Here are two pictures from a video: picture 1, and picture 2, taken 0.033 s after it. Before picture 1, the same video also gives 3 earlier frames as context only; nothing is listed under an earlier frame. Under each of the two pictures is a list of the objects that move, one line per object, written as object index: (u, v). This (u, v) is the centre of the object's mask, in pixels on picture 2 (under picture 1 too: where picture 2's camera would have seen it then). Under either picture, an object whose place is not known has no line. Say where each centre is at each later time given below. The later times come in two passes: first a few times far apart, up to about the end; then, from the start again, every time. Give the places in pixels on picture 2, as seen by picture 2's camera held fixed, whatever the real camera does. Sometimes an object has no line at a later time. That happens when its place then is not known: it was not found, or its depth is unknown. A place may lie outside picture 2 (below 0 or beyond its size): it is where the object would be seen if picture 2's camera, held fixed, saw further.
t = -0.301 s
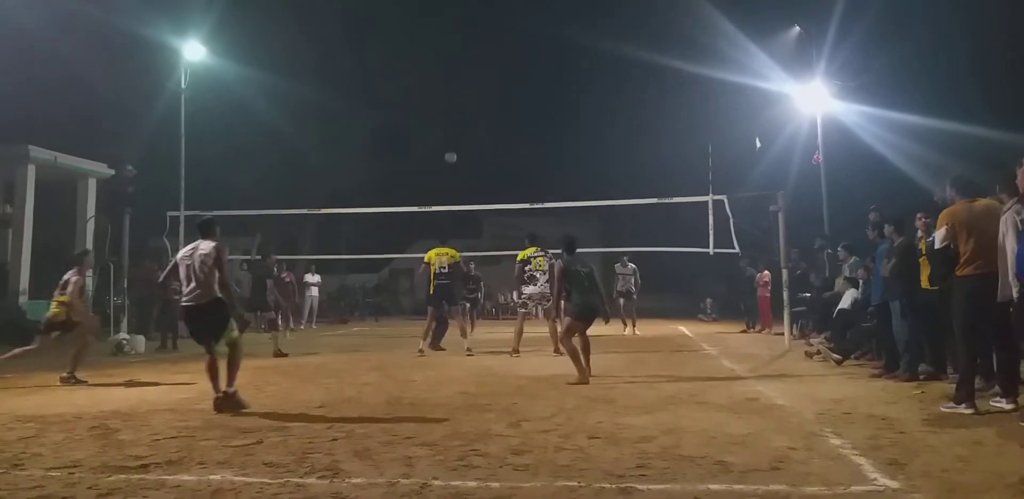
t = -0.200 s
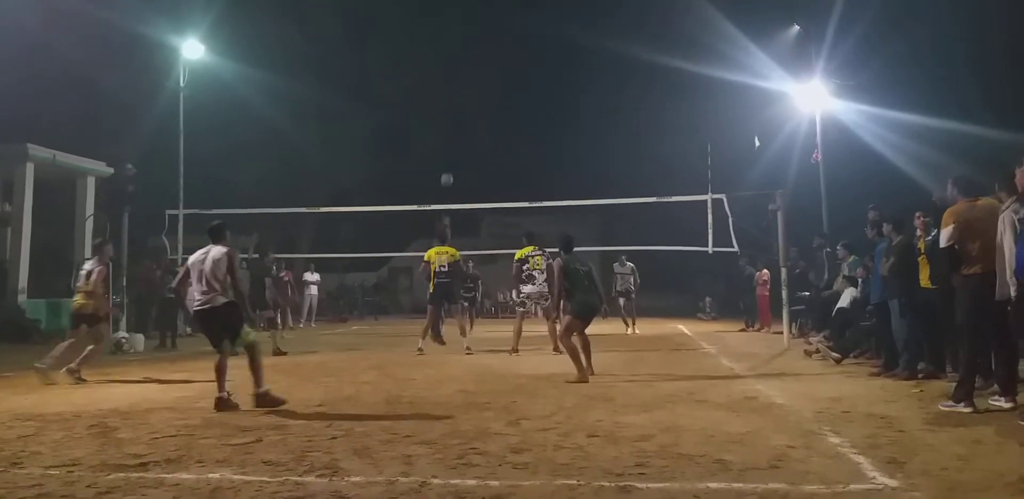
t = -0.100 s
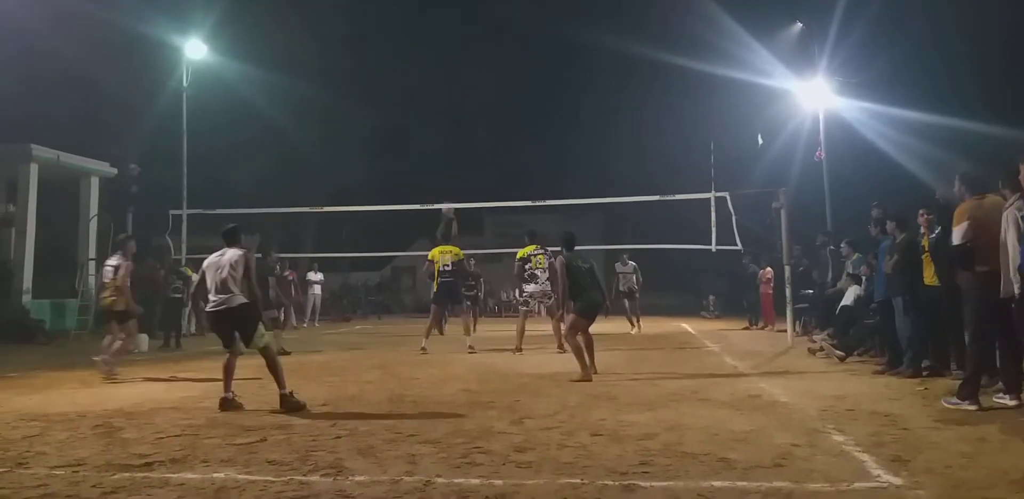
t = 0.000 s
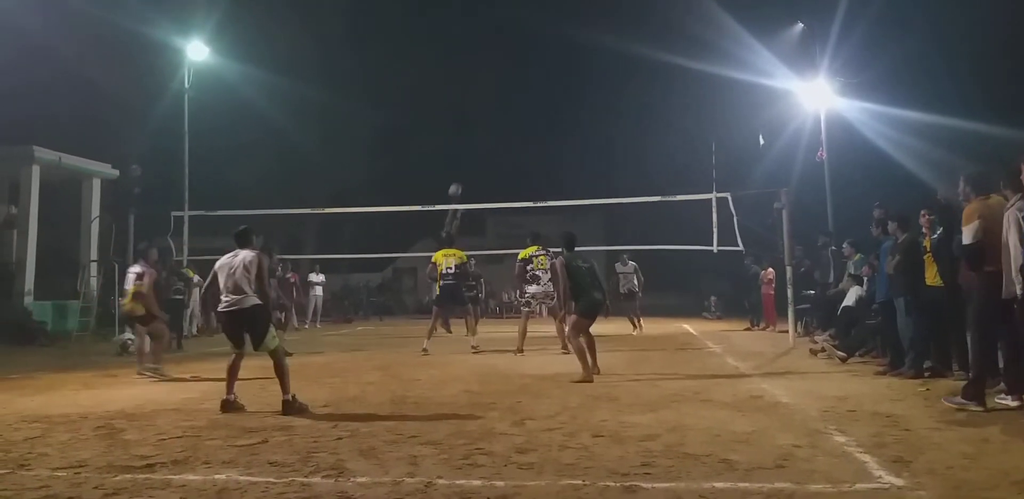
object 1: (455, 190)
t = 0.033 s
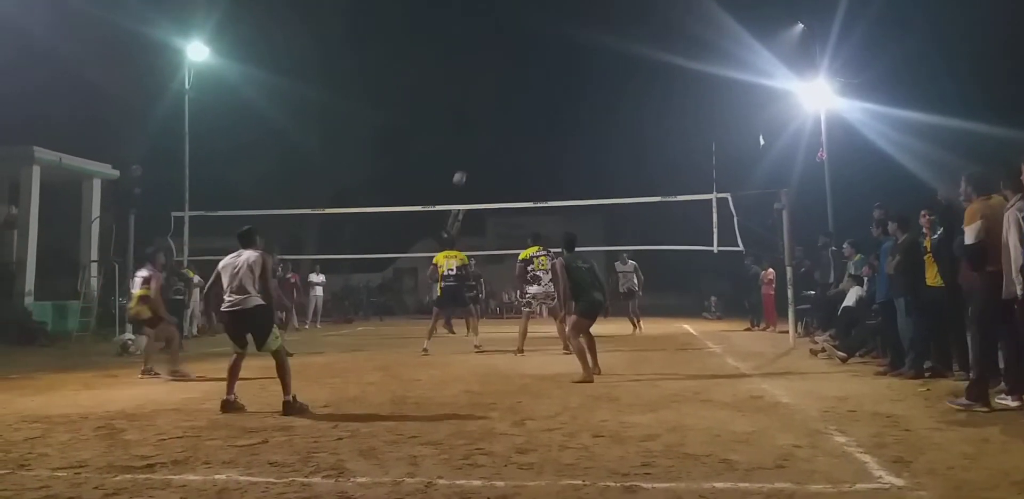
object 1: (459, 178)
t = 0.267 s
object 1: (488, 112)
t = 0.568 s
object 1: (524, 71)
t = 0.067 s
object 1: (463, 167)
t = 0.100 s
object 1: (467, 155)
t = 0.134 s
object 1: (471, 145)
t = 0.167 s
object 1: (476, 135)
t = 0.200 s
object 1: (480, 127)
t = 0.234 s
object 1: (484, 119)
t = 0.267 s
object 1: (488, 112)
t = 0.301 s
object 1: (492, 105)
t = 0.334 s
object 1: (496, 98)
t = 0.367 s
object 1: (500, 92)
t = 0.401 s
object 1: (504, 87)
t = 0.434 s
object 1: (508, 83)
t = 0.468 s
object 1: (512, 79)
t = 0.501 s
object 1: (516, 76)
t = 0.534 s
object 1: (520, 74)
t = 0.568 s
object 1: (524, 71)
